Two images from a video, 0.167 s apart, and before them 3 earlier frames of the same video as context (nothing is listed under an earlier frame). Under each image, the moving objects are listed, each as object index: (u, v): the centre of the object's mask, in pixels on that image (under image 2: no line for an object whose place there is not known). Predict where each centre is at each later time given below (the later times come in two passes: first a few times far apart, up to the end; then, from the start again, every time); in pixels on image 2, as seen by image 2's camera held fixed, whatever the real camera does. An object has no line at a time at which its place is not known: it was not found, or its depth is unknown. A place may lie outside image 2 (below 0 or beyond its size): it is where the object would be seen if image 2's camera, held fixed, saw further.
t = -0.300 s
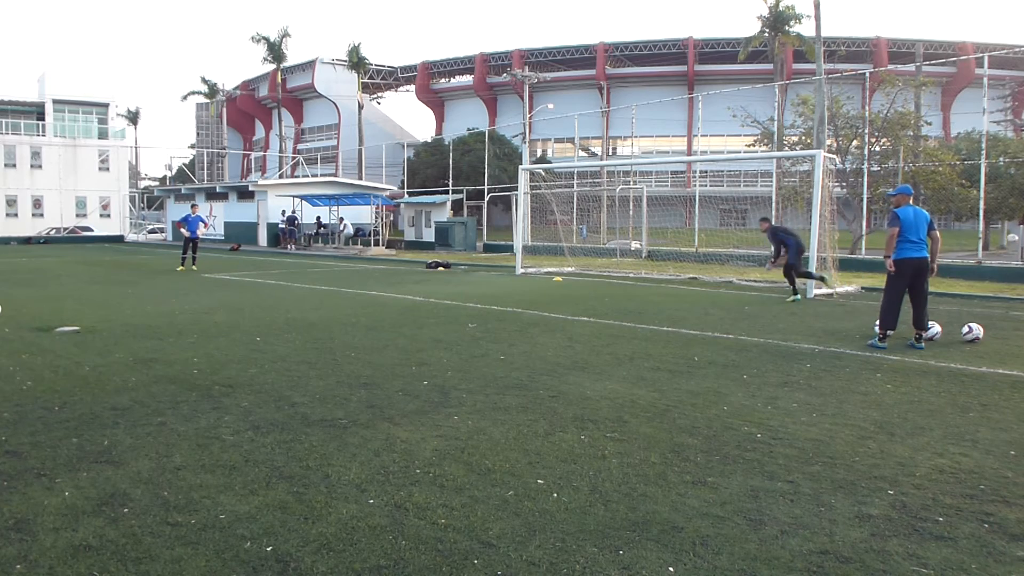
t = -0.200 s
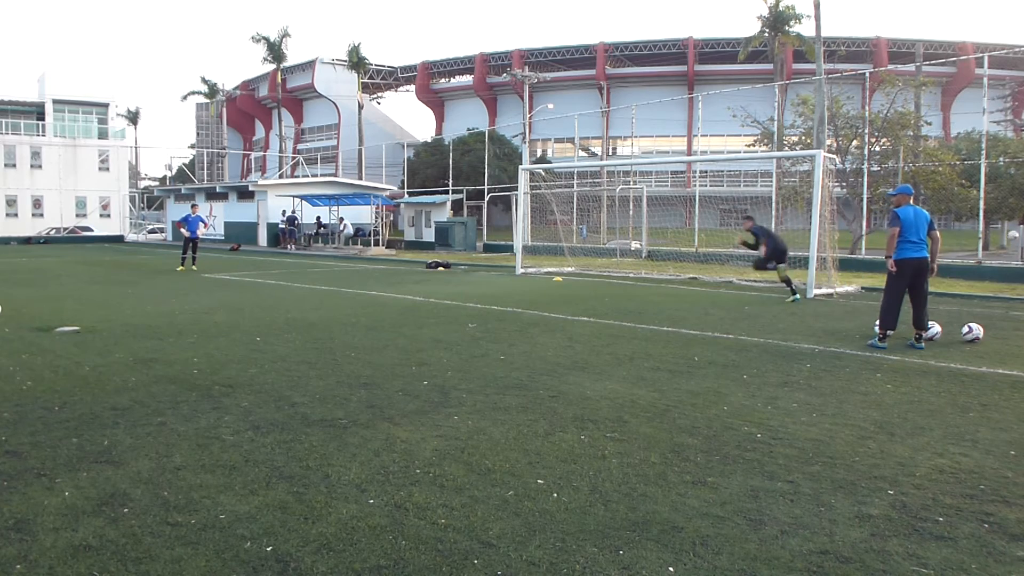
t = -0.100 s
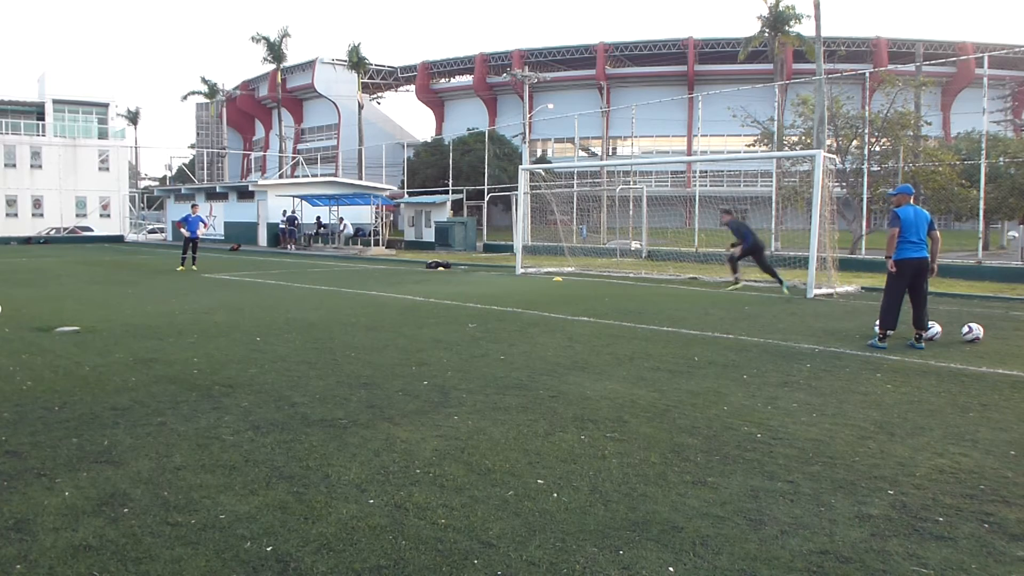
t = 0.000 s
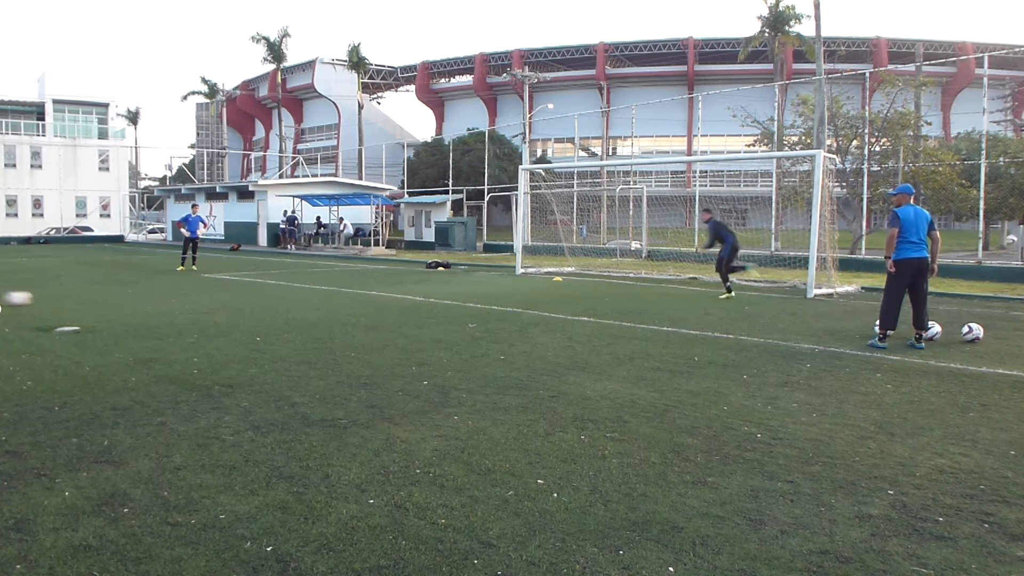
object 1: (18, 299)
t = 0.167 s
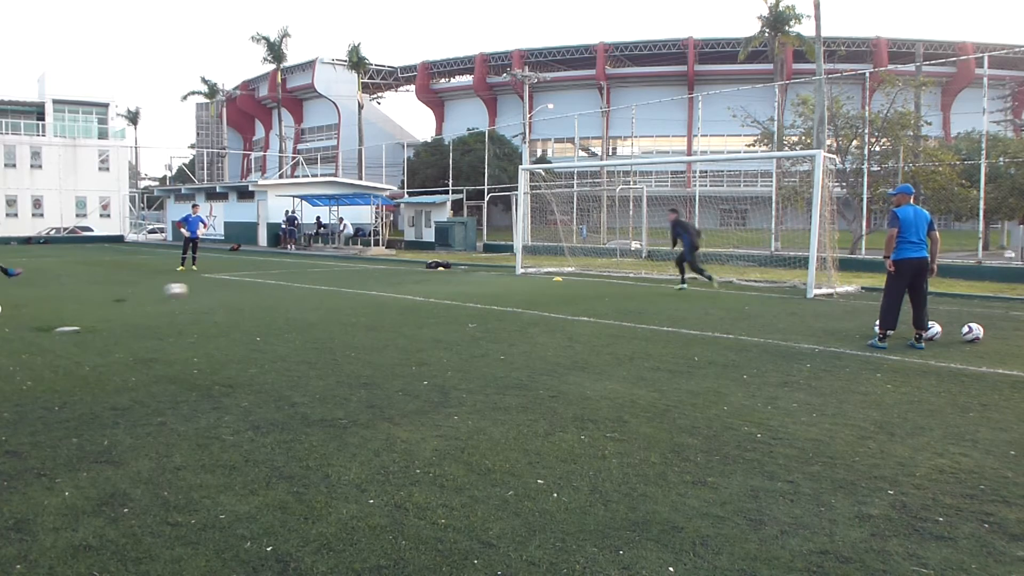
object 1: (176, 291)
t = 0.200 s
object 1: (202, 289)
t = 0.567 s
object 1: (409, 276)
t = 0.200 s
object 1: (202, 289)
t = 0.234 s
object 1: (228, 288)
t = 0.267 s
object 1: (252, 289)
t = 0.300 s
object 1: (273, 288)
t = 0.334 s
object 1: (294, 284)
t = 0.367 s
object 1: (313, 282)
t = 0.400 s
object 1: (331, 282)
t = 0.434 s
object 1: (349, 282)
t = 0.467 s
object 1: (366, 283)
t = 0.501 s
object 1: (381, 282)
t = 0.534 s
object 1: (396, 279)
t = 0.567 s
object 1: (409, 276)
